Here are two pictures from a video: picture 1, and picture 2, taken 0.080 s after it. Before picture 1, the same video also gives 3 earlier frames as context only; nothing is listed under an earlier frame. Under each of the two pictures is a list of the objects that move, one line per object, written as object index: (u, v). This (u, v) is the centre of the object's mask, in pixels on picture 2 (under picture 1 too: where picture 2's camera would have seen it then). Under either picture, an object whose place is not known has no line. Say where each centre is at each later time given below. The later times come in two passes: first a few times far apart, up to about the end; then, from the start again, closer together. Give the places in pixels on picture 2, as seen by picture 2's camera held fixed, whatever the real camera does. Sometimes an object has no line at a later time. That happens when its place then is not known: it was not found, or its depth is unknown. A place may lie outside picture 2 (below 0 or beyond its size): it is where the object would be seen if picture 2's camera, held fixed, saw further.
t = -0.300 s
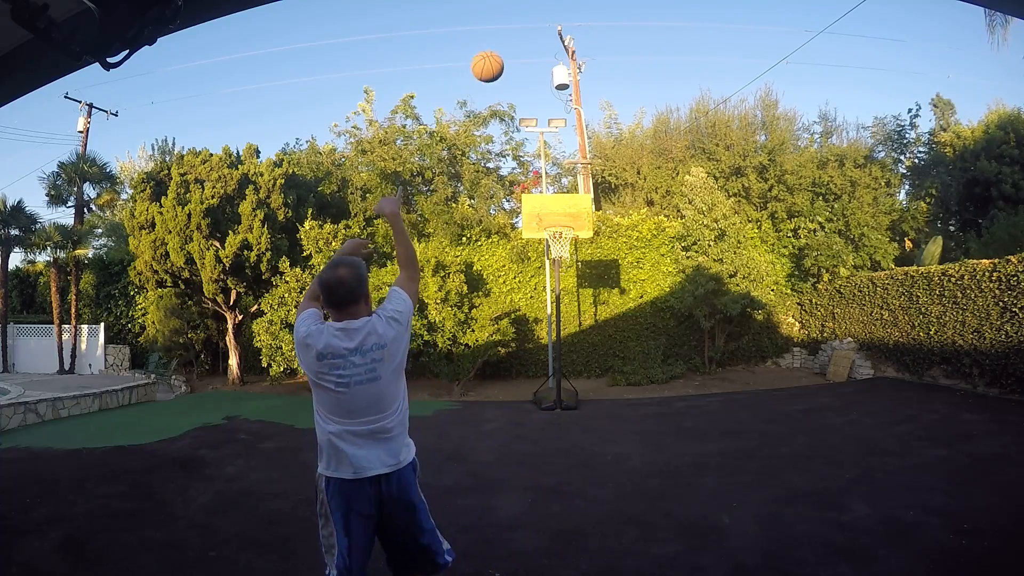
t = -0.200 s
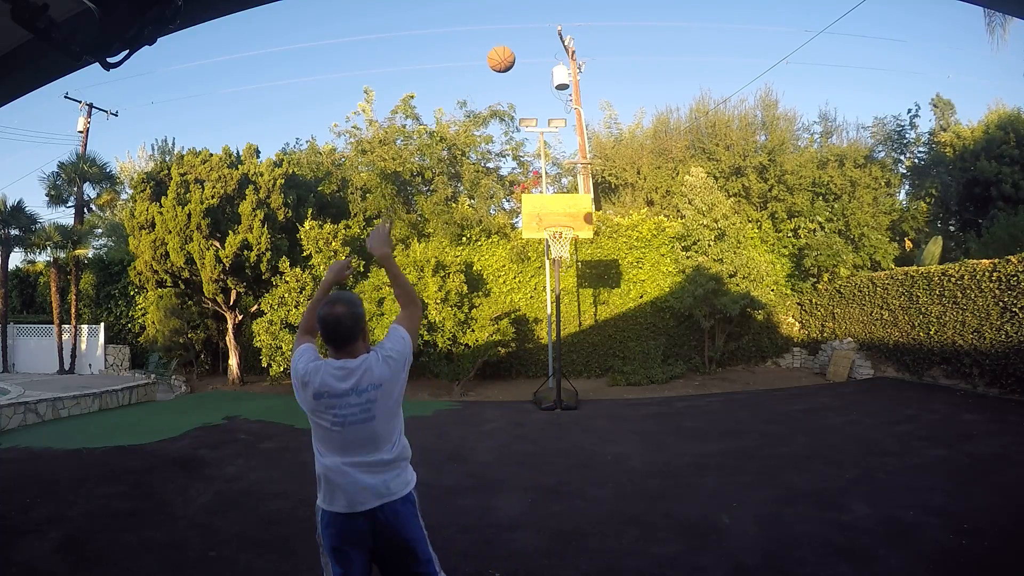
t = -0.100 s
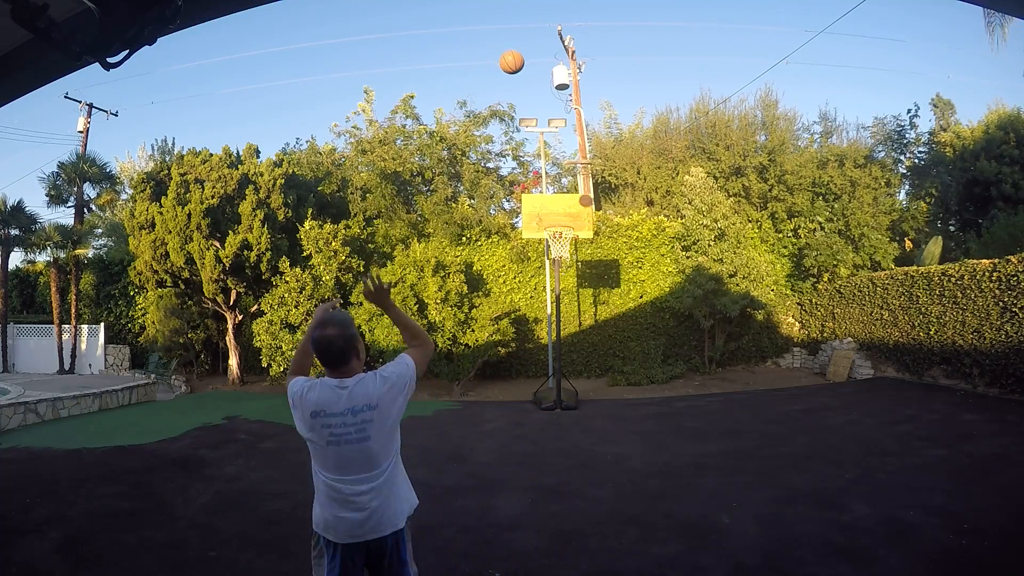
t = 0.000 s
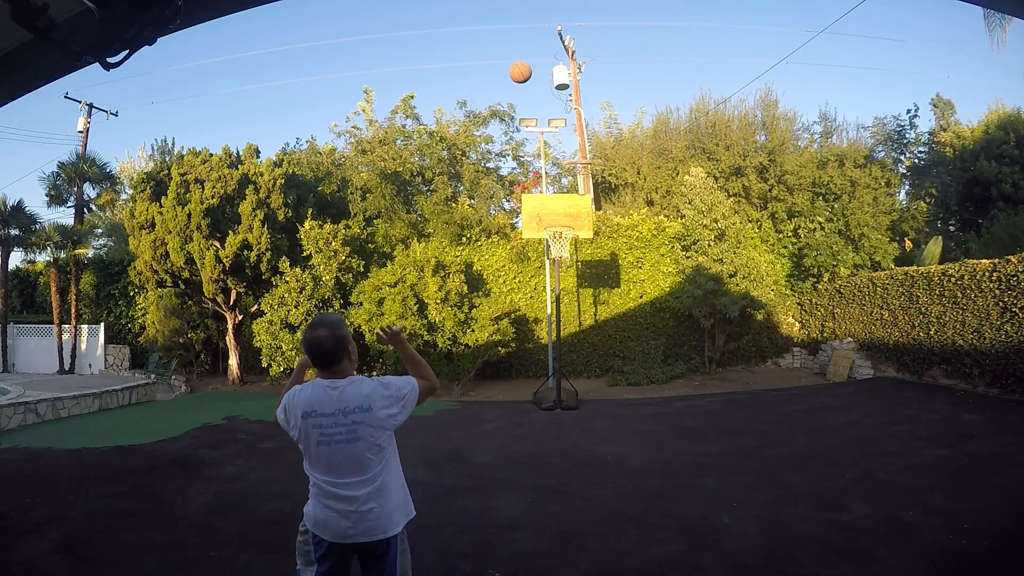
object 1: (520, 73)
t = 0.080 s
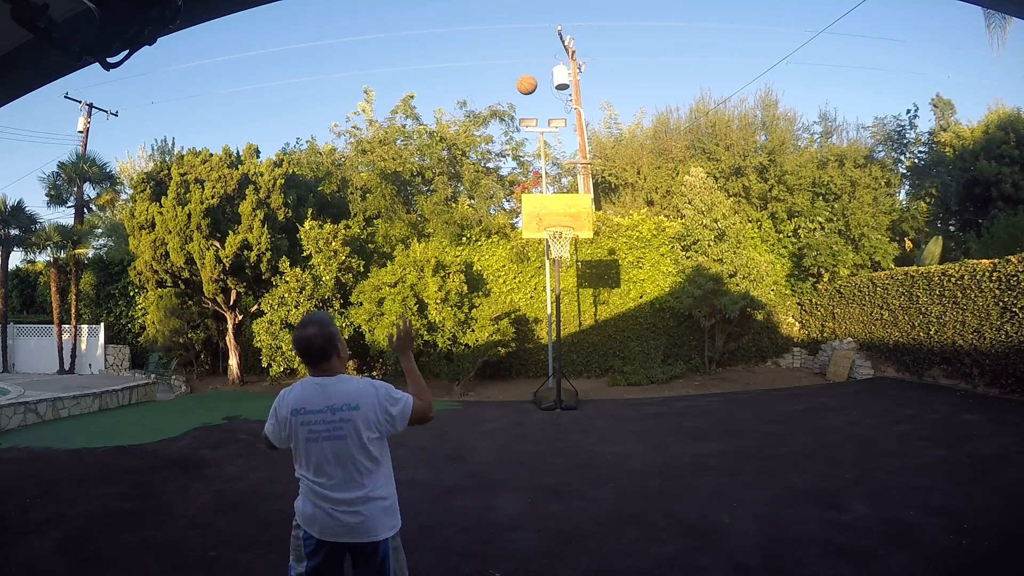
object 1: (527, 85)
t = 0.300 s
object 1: (541, 133)
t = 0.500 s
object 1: (551, 191)
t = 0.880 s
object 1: (562, 252)
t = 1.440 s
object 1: (579, 395)
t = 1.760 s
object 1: (587, 336)
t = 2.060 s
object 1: (596, 310)
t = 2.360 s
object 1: (607, 338)
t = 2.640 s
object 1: (619, 418)
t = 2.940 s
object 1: (632, 361)
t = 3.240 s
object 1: (648, 358)
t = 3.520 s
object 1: (664, 415)
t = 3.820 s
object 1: (681, 386)
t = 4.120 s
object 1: (699, 394)
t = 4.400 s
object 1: (717, 423)
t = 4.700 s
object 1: (740, 408)
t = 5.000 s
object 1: (765, 439)
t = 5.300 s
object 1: (792, 428)
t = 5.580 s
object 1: (818, 443)
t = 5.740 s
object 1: (834, 440)
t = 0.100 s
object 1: (528, 88)
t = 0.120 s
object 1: (530, 92)
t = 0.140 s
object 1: (531, 96)
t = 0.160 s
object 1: (532, 100)
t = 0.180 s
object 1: (534, 104)
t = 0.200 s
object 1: (535, 109)
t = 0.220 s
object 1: (536, 113)
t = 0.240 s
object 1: (537, 118)
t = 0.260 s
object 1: (538, 123)
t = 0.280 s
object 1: (540, 128)
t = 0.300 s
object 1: (541, 133)
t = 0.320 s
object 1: (542, 139)
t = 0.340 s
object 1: (543, 144)
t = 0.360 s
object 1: (544, 149)
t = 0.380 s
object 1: (545, 154)
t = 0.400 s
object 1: (546, 161)
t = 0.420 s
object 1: (547, 167)
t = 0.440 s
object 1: (548, 173)
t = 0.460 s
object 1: (549, 179)
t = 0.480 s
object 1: (550, 185)
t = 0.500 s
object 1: (551, 191)
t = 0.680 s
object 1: (559, 237)
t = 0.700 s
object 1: (560, 237)
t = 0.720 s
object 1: (559, 247)
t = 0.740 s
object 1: (559, 246)
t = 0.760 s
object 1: (560, 246)
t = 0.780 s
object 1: (560, 246)
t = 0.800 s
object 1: (560, 246)
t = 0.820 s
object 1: (561, 247)
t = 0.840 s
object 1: (561, 249)
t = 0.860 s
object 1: (561, 250)
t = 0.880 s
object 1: (562, 252)
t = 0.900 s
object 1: (563, 254)
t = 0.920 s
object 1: (564, 256)
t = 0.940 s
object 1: (564, 258)
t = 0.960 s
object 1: (565, 261)
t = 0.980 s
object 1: (565, 264)
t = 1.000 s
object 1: (565, 267)
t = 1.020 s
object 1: (566, 270)
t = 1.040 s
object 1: (567, 274)
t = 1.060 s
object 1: (567, 278)
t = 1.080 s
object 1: (568, 283)
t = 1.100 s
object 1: (569, 287)
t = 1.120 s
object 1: (569, 291)
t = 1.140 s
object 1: (570, 296)
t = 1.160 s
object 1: (571, 301)
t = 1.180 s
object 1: (572, 307)
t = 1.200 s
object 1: (572, 312)
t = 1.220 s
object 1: (573, 318)
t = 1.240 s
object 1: (573, 324)
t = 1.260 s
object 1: (574, 329)
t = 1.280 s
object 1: (575, 335)
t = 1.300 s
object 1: (574, 342)
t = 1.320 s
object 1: (575, 350)
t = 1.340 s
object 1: (576, 356)
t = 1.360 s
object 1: (577, 363)
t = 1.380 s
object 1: (577, 371)
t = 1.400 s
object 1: (578, 379)
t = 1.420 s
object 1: (579, 386)
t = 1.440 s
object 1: (579, 395)
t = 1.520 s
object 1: (581, 394)
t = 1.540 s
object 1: (582, 388)
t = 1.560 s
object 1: (582, 381)
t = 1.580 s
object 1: (582, 375)
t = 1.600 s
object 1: (583, 371)
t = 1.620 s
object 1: (583, 365)
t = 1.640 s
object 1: (584, 361)
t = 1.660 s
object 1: (584, 356)
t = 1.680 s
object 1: (585, 352)
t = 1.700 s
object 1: (585, 348)
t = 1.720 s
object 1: (585, 343)
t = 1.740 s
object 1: (586, 339)
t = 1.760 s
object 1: (587, 336)
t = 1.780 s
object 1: (587, 333)
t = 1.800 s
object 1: (589, 328)
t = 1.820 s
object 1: (589, 327)
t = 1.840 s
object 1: (590, 324)
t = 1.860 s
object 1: (590, 322)
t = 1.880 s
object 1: (590, 319)
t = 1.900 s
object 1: (591, 317)
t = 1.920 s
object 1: (592, 316)
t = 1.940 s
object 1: (592, 314)
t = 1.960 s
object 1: (593, 313)
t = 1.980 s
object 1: (593, 312)
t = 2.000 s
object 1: (594, 311)
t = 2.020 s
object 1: (595, 310)
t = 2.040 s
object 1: (595, 310)
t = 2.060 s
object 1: (596, 310)
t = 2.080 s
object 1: (596, 310)
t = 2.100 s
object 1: (597, 310)
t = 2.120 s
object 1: (598, 311)
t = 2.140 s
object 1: (599, 312)
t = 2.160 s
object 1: (599, 313)
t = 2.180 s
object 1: (600, 314)
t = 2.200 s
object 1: (600, 316)
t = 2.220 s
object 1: (601, 317)
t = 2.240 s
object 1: (602, 319)
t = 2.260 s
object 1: (603, 322)
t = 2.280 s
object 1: (603, 324)
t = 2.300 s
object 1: (604, 327)
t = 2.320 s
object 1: (606, 331)
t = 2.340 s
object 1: (606, 334)
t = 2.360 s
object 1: (607, 338)
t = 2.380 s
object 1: (607, 342)
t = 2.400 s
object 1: (608, 347)
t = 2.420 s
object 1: (609, 351)
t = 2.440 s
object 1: (610, 357)
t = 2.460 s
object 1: (611, 361)
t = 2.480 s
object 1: (612, 367)
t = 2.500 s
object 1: (613, 372)
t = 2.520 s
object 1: (613, 378)
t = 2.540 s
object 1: (615, 384)
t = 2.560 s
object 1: (616, 391)
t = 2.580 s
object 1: (617, 398)
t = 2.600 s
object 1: (618, 401)
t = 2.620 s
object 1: (618, 413)
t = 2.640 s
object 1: (619, 418)
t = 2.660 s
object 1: (620, 413)
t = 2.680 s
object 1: (621, 408)
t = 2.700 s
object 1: (622, 403)
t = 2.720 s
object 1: (623, 399)
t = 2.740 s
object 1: (624, 395)
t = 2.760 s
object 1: (624, 389)
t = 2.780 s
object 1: (625, 384)
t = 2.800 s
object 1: (626, 380)
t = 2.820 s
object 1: (627, 378)
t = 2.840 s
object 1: (628, 374)
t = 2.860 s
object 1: (629, 371)
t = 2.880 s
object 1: (630, 368)
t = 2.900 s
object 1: (631, 365)
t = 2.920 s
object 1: (632, 363)
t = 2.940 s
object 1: (632, 361)
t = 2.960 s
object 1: (636, 358)
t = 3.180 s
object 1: (645, 354)
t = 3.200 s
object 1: (646, 355)
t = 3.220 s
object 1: (647, 356)
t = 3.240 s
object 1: (648, 358)
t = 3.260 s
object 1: (649, 361)
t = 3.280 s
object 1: (650, 363)
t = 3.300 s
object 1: (651, 365)
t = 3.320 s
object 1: (652, 369)
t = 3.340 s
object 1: (654, 372)
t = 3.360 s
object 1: (656, 376)
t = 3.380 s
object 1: (656, 380)
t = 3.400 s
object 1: (658, 384)
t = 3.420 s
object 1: (659, 389)
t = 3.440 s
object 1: (660, 393)
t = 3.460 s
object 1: (661, 400)
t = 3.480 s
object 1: (662, 403)
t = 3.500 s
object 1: (663, 409)
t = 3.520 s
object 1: (664, 415)
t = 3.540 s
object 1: (665, 422)
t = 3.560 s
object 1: (666, 429)
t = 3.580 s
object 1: (667, 426)
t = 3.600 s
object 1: (668, 421)
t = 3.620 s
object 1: (669, 416)
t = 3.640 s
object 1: (670, 412)
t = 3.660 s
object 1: (672, 408)
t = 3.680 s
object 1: (673, 405)
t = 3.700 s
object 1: (674, 402)
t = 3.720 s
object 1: (674, 399)
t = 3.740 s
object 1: (675, 397)
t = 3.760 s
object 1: (678, 394)
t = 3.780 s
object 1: (678, 391)
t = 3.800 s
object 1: (680, 388)
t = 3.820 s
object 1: (681, 386)
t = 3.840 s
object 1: (682, 385)
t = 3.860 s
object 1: (683, 384)
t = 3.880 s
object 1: (685, 382)
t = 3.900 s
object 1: (686, 382)
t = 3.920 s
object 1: (687, 381)
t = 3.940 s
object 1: (688, 381)
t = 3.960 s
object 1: (689, 381)
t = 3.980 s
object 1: (690, 382)
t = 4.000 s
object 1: (692, 383)
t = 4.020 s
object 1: (693, 384)
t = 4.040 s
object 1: (694, 385)
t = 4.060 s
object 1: (696, 387)
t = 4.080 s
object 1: (697, 388)
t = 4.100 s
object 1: (698, 392)
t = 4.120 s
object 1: (699, 394)
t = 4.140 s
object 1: (700, 397)
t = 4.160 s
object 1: (701, 401)
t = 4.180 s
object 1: (703, 405)
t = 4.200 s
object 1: (704, 408)
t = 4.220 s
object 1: (706, 412)
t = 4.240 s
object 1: (706, 418)
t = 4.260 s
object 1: (708, 423)
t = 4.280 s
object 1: (708, 428)
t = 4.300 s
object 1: (710, 434)
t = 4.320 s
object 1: (712, 439)
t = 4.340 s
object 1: (713, 434)
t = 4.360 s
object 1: (714, 430)
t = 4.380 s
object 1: (715, 427)
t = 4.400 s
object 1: (717, 423)
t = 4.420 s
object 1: (718, 420)
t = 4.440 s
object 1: (720, 417)
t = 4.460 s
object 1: (722, 415)
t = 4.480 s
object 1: (723, 412)
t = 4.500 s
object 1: (724, 410)
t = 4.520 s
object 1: (726, 408)
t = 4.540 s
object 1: (728, 407)
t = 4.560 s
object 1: (729, 406)
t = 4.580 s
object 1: (731, 405)
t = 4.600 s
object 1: (733, 405)
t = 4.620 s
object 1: (734, 405)
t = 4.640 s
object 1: (735, 405)
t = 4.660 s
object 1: (737, 406)
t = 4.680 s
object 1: (739, 406)
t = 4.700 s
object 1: (740, 408)
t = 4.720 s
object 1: (742, 409)
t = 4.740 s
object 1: (743, 411)
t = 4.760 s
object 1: (745, 414)
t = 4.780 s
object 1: (747, 416)
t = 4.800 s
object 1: (749, 419)
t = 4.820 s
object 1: (750, 422)
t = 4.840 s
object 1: (752, 426)
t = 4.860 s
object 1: (753, 430)
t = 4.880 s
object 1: (755, 434)
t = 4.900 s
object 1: (756, 439)
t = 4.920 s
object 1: (758, 444)
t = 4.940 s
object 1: (760, 450)
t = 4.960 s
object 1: (761, 447)
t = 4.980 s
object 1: (763, 442)
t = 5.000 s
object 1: (765, 439)
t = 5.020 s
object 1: (766, 436)
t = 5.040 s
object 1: (768, 433)
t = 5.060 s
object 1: (770, 431)
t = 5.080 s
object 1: (772, 428)
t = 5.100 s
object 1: (774, 427)
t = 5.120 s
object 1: (776, 425)
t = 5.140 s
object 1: (778, 424)
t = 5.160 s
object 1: (779, 424)
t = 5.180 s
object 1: (781, 423)
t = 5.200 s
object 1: (783, 423)
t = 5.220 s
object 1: (784, 423)
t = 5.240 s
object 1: (787, 424)
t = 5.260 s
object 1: (789, 425)
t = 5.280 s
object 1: (790, 426)
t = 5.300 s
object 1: (792, 428)
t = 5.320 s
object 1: (794, 430)
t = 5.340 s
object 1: (796, 433)
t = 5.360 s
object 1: (797, 436)
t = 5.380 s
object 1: (799, 439)
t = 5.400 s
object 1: (801, 443)
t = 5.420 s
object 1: (803, 447)
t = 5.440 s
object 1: (804, 451)
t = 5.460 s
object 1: (806, 457)
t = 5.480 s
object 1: (808, 458)
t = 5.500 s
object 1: (810, 455)
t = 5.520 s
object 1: (812, 451)
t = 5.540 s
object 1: (814, 448)
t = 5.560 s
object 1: (816, 445)
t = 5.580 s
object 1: (818, 443)
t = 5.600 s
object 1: (821, 442)
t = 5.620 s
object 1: (822, 440)
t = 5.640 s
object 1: (824, 440)
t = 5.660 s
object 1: (827, 439)
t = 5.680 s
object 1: (828, 439)
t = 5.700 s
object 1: (830, 439)
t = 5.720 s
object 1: (832, 439)
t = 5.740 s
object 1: (834, 440)
